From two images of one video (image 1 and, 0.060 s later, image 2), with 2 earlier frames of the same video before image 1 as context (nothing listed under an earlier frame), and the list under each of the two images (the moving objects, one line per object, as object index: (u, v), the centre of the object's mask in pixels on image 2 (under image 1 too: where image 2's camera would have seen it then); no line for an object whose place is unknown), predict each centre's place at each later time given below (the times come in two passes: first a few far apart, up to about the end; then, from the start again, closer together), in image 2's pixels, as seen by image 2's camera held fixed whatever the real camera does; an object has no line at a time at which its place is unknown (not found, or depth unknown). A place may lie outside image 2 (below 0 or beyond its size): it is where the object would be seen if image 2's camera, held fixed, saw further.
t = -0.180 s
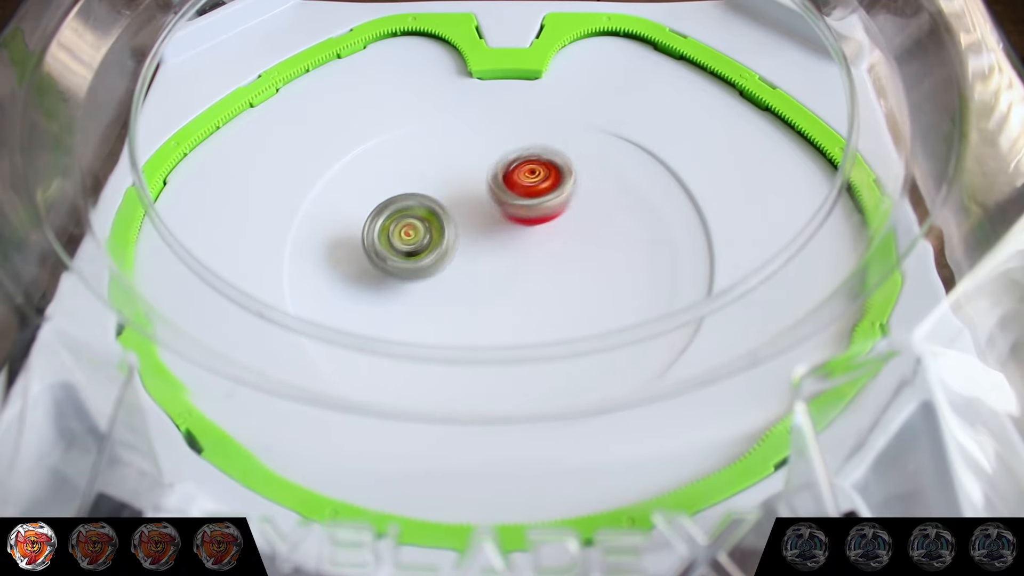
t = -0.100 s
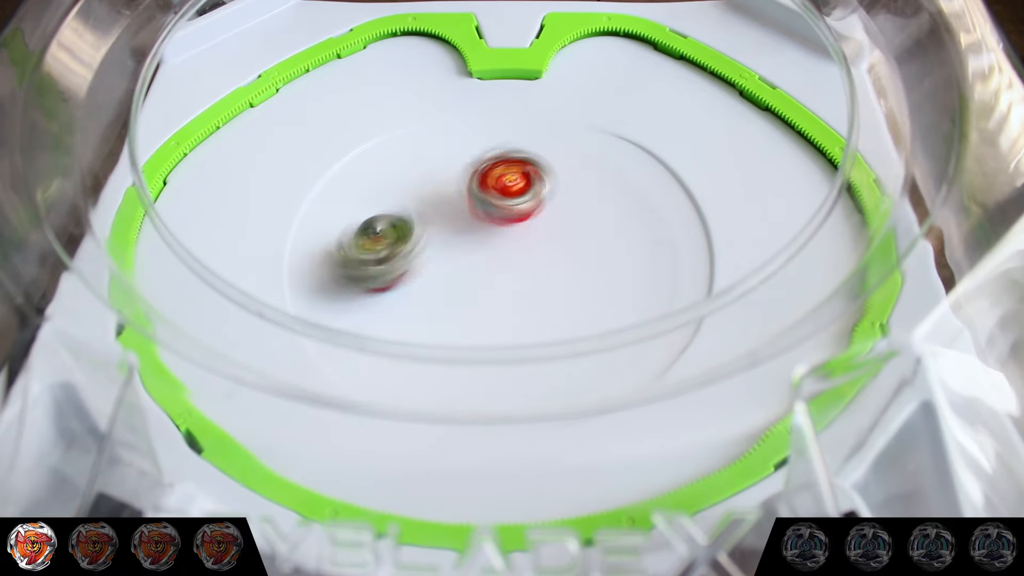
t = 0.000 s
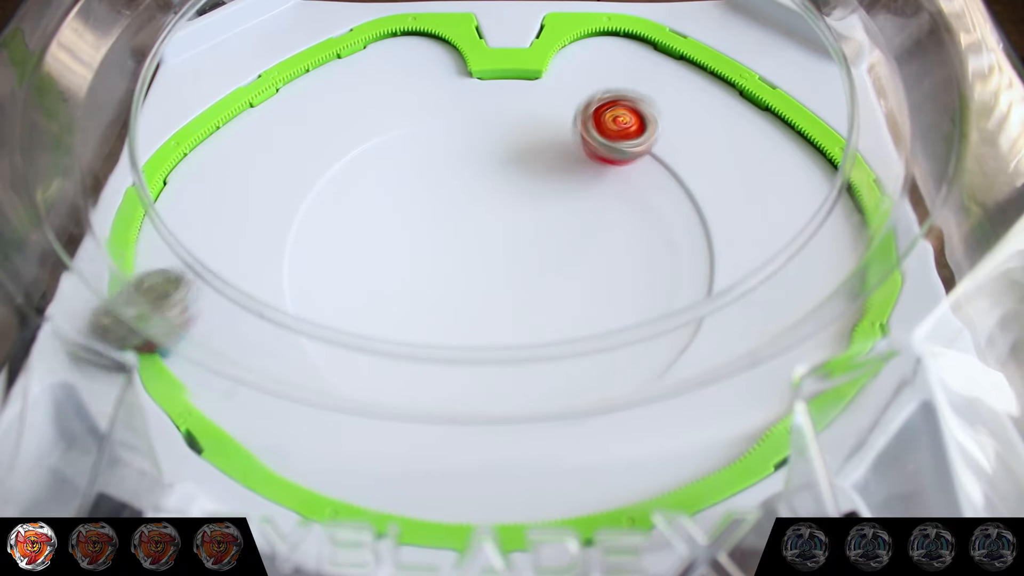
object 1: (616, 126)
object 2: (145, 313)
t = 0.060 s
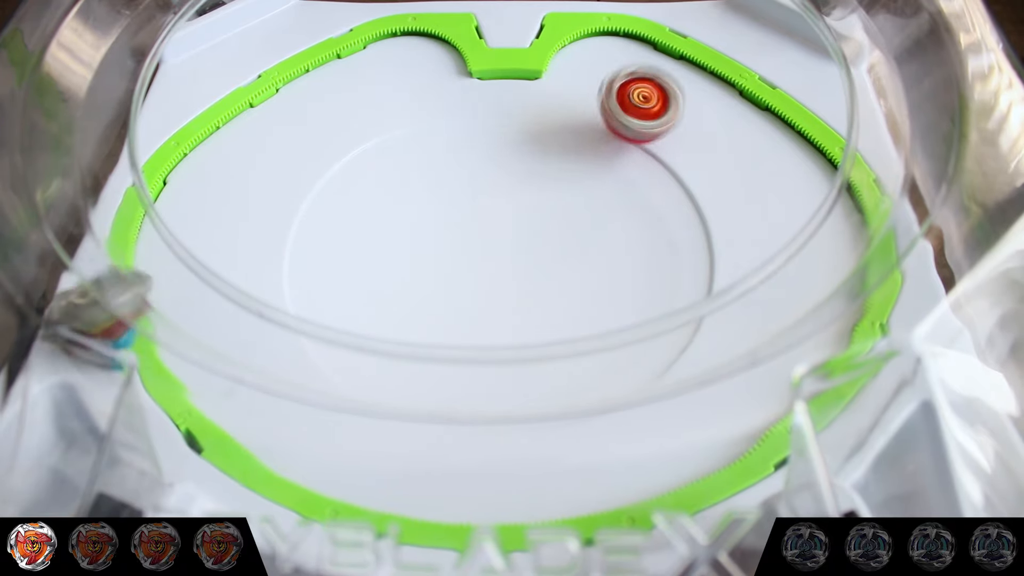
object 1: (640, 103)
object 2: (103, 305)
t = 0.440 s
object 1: (631, 56)
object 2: (131, 230)
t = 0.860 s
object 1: (473, 222)
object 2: (376, 118)
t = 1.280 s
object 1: (545, 361)
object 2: (436, 161)
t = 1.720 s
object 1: (445, 305)
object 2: (445, 98)
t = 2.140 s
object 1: (523, 228)
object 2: (407, 95)
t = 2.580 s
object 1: (516, 91)
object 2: (432, 197)
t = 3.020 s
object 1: (550, 153)
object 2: (369, 257)
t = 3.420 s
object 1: (532, 180)
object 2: (413, 261)
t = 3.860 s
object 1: (556, 242)
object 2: (428, 107)
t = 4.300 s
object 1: (443, 206)
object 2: (467, 92)
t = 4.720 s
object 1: (440, 182)
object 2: (455, 101)
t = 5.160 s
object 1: (552, 180)
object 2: (459, 101)
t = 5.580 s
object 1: (528, 204)
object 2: (458, 102)
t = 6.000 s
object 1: (425, 232)
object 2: (458, 102)
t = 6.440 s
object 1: (477, 198)
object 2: (458, 102)
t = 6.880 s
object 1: (542, 157)
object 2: (458, 102)
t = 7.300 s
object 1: (486, 196)
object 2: (458, 102)
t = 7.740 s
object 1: (434, 244)
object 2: (458, 102)
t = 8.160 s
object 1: (511, 203)
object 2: (458, 102)
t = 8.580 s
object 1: (543, 168)
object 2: (458, 102)
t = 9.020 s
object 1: (483, 195)
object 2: (458, 102)
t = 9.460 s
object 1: (431, 228)
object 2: (458, 102)
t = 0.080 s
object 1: (644, 100)
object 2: (98, 308)
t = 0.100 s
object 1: (648, 95)
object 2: (90, 328)
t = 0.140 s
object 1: (654, 84)
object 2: (92, 309)
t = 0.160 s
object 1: (657, 82)
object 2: (94, 308)
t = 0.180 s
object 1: (661, 76)
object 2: (93, 303)
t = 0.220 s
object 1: (670, 68)
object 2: (96, 297)
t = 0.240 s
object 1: (675, 63)
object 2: (95, 288)
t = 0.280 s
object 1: (688, 55)
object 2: (100, 279)
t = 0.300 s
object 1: (694, 51)
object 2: (104, 271)
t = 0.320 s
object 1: (700, 47)
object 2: (108, 268)
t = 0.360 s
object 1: (698, 39)
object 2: (116, 256)
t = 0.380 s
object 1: (681, 45)
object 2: (120, 248)
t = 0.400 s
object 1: (664, 49)
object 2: (122, 243)
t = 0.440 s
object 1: (631, 56)
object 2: (131, 230)
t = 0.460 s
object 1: (614, 59)
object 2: (136, 224)
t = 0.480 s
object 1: (599, 62)
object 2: (140, 220)
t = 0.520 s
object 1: (572, 69)
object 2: (154, 212)
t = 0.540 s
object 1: (560, 72)
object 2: (163, 214)
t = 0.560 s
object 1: (551, 77)
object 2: (175, 214)
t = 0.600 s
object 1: (531, 89)
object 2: (196, 198)
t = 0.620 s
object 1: (523, 96)
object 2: (207, 192)
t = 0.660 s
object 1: (503, 112)
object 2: (236, 178)
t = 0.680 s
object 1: (494, 118)
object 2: (250, 168)
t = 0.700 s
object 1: (484, 126)
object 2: (268, 163)
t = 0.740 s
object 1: (468, 143)
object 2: (301, 152)
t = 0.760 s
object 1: (460, 151)
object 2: (319, 148)
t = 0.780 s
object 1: (452, 160)
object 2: (337, 144)
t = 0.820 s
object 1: (451, 184)
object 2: (361, 138)
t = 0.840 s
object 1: (464, 203)
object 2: (367, 127)
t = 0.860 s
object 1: (473, 222)
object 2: (376, 118)
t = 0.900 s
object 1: (493, 259)
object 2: (391, 110)
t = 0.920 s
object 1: (502, 274)
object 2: (399, 106)
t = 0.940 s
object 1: (508, 287)
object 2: (407, 105)
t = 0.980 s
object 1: (519, 305)
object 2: (421, 103)
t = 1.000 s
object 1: (523, 310)
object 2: (426, 104)
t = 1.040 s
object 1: (531, 316)
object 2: (433, 109)
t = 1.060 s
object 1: (534, 331)
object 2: (436, 112)
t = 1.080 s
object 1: (537, 336)
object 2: (437, 115)
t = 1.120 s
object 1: (541, 346)
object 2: (438, 123)
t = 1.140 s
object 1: (542, 351)
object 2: (439, 127)
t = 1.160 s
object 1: (544, 354)
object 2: (439, 131)
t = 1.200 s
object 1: (545, 359)
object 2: (439, 142)
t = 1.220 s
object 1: (545, 360)
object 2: (438, 147)
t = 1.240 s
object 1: (545, 362)
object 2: (437, 152)
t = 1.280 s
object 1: (545, 361)
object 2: (436, 161)
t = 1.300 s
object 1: (542, 359)
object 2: (435, 166)
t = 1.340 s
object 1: (537, 350)
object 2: (434, 171)
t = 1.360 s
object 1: (533, 343)
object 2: (433, 172)
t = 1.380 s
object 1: (528, 337)
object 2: (432, 174)
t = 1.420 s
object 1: (517, 316)
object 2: (431, 173)
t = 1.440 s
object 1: (508, 311)
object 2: (431, 174)
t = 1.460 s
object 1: (502, 306)
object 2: (431, 173)
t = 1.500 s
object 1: (488, 290)
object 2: (432, 174)
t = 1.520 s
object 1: (483, 284)
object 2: (433, 173)
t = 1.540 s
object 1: (477, 276)
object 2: (434, 174)
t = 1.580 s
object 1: (468, 260)
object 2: (436, 174)
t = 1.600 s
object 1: (463, 251)
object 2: (437, 174)
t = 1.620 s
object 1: (460, 244)
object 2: (437, 173)
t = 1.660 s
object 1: (453, 260)
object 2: (440, 148)
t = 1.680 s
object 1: (448, 281)
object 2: (441, 129)
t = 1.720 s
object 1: (445, 305)
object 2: (445, 98)
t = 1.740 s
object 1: (444, 310)
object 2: (448, 86)
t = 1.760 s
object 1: (445, 315)
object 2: (449, 78)
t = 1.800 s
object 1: (452, 319)
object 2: (454, 62)
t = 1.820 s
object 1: (458, 320)
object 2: (455, 59)
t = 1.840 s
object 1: (467, 319)
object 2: (453, 57)
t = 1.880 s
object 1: (481, 314)
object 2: (440, 57)
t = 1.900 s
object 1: (489, 311)
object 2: (434, 56)
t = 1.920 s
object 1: (494, 307)
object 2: (429, 57)
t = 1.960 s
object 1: (504, 295)
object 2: (423, 61)
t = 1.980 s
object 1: (508, 288)
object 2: (422, 62)
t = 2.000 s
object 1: (512, 280)
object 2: (421, 66)
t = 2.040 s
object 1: (517, 264)
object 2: (419, 73)
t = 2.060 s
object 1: (518, 257)
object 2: (416, 80)
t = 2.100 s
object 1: (521, 243)
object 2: (413, 89)
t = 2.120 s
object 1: (521, 235)
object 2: (410, 92)
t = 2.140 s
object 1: (523, 228)
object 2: (407, 95)
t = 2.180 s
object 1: (523, 213)
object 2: (401, 108)
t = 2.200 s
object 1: (523, 206)
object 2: (399, 113)
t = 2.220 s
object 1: (525, 199)
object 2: (398, 120)
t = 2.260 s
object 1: (526, 184)
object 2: (397, 129)
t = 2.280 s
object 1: (528, 178)
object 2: (397, 136)
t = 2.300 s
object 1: (529, 171)
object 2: (400, 138)
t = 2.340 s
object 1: (531, 157)
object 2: (407, 144)
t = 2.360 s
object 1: (533, 151)
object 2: (411, 147)
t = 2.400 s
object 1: (533, 138)
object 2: (417, 153)
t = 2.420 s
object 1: (534, 132)
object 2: (420, 159)
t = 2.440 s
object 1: (533, 126)
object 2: (423, 165)
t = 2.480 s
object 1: (530, 114)
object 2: (425, 176)
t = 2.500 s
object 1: (529, 108)
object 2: (426, 181)
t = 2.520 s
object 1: (526, 104)
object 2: (426, 187)
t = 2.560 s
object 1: (519, 94)
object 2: (429, 193)
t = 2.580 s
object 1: (516, 91)
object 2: (432, 197)
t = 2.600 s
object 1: (512, 90)
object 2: (435, 202)
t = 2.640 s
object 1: (505, 88)
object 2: (441, 209)
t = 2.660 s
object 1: (500, 91)
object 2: (444, 212)
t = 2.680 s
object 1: (496, 93)
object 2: (445, 216)
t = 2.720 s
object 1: (488, 100)
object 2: (447, 226)
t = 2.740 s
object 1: (484, 105)
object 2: (448, 228)
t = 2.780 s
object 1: (477, 118)
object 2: (448, 235)
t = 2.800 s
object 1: (475, 125)
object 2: (447, 235)
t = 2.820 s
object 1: (472, 133)
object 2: (447, 237)
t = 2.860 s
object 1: (470, 146)
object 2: (447, 237)
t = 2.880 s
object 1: (469, 153)
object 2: (447, 234)
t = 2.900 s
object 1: (469, 161)
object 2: (447, 234)
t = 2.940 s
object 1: (489, 164)
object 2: (420, 247)
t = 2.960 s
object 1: (507, 158)
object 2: (410, 245)
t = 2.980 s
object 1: (523, 157)
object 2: (396, 246)
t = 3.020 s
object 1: (550, 153)
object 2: (369, 257)
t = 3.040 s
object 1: (561, 151)
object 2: (364, 259)
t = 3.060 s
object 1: (569, 150)
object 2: (361, 258)
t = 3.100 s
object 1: (578, 149)
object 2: (355, 258)
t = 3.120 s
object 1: (580, 149)
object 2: (354, 260)
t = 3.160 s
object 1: (581, 147)
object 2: (357, 265)
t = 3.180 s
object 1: (580, 147)
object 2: (360, 266)
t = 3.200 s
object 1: (579, 147)
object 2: (364, 267)
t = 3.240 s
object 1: (573, 150)
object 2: (375, 266)
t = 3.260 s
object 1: (570, 151)
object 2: (381, 268)
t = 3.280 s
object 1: (567, 154)
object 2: (387, 269)
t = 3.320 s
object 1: (556, 160)
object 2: (397, 269)
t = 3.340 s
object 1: (552, 163)
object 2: (402, 268)
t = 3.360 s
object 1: (547, 168)
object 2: (406, 267)
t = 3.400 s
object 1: (537, 176)
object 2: (412, 264)
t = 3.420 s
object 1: (532, 180)
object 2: (413, 261)
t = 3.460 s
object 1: (524, 188)
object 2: (419, 250)
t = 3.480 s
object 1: (518, 193)
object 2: (426, 248)
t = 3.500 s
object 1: (513, 196)
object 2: (431, 245)
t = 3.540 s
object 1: (513, 205)
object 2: (427, 237)
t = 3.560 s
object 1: (524, 210)
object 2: (416, 226)
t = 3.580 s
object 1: (533, 215)
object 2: (409, 218)
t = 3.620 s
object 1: (543, 223)
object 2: (401, 206)
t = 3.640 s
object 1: (547, 227)
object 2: (397, 198)
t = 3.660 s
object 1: (550, 231)
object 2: (396, 188)
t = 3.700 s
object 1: (556, 236)
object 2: (398, 167)
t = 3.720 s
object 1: (558, 238)
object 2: (400, 157)
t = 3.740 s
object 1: (560, 239)
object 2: (404, 147)
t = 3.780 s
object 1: (560, 242)
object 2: (410, 131)
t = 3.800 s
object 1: (560, 242)
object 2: (413, 125)
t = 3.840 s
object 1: (558, 243)
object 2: (423, 113)
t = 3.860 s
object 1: (556, 242)
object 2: (428, 107)
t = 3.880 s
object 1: (554, 242)
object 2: (434, 102)
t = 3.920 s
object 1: (547, 240)
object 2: (442, 94)
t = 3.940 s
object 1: (544, 239)
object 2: (445, 90)
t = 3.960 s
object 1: (540, 237)
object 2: (448, 87)
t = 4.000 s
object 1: (528, 235)
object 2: (453, 82)
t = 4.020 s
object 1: (523, 233)
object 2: (457, 80)
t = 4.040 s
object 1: (515, 232)
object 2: (460, 79)
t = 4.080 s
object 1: (504, 229)
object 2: (466, 78)
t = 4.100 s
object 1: (498, 228)
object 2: (469, 79)
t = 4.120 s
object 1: (491, 226)
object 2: (472, 79)
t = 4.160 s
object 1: (481, 223)
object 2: (474, 79)
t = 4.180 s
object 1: (474, 221)
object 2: (475, 80)
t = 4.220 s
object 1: (464, 216)
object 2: (474, 85)
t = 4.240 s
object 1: (458, 214)
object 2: (472, 87)
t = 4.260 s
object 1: (453, 211)
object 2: (471, 89)
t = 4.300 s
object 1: (443, 206)
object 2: (467, 92)
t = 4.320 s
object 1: (438, 203)
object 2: (465, 94)
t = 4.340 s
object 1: (434, 201)
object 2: (463, 96)
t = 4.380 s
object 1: (426, 196)
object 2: (460, 98)
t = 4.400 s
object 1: (423, 194)
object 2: (459, 98)
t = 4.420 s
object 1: (419, 194)
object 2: (457, 99)
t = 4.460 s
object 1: (415, 189)
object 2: (454, 100)
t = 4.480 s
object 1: (413, 188)
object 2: (453, 100)
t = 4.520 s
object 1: (411, 185)
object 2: (455, 101)
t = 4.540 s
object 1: (412, 184)
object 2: (457, 100)
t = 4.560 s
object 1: (412, 184)
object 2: (458, 100)
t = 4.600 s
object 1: (417, 185)
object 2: (460, 101)
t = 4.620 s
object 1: (418, 185)
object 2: (460, 101)
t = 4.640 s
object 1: (422, 185)
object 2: (459, 101)
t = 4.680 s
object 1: (431, 185)
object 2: (457, 101)
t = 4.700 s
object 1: (435, 184)
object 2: (456, 101)
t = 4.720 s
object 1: (440, 182)
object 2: (455, 101)
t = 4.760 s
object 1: (449, 182)
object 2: (455, 102)
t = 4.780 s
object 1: (454, 181)
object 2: (455, 102)
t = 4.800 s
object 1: (461, 181)
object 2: (456, 101)
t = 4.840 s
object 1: (472, 180)
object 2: (457, 101)
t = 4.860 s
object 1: (477, 179)
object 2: (458, 101)
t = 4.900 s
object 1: (488, 178)
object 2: (459, 101)
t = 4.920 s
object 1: (494, 177)
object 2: (459, 102)
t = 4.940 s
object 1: (500, 177)
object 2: (458, 102)
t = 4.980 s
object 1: (510, 177)
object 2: (456, 101)
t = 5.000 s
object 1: (516, 178)
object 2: (456, 101)
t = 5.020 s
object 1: (521, 179)
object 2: (456, 102)
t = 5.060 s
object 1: (532, 179)
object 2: (456, 102)
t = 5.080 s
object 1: (538, 180)
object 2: (456, 102)
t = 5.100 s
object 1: (541, 180)
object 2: (457, 102)
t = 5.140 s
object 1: (550, 180)
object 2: (458, 101)
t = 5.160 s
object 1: (552, 180)
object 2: (459, 101)
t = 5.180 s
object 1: (556, 181)
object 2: (459, 102)
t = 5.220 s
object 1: (562, 182)
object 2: (458, 102)
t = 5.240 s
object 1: (564, 182)
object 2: (457, 102)
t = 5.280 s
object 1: (566, 183)
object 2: (457, 102)
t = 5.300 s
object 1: (566, 183)
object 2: (457, 102)
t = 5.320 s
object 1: (566, 184)
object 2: (457, 102)
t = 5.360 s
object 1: (562, 185)
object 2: (458, 102)
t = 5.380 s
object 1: (562, 186)
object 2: (458, 102)
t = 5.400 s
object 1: (561, 187)
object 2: (458, 102)
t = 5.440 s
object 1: (554, 190)
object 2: (457, 102)
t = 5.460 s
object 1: (552, 192)
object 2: (457, 102)
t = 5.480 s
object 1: (549, 193)
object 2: (457, 102)
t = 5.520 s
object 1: (540, 198)
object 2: (457, 102)
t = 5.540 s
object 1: (537, 200)
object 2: (458, 102)
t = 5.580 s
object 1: (528, 204)
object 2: (458, 102)
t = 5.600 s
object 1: (522, 206)
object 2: (458, 102)
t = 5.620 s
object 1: (517, 207)
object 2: (457, 102)
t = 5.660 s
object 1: (505, 211)
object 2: (457, 102)
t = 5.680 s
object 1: (501, 214)
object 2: (457, 102)
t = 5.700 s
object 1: (495, 216)
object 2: (458, 102)
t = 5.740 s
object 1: (484, 219)
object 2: (458, 102)
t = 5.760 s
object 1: (479, 220)
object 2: (458, 102)
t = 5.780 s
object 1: (472, 221)
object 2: (457, 102)
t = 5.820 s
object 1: (462, 224)
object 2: (458, 102)
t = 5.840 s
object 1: (456, 225)
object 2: (458, 102)
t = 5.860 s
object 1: (451, 226)
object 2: (458, 102)
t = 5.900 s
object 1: (442, 229)
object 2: (458, 102)
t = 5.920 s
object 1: (437, 229)
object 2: (457, 102)
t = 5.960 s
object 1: (431, 230)
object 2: (458, 102)
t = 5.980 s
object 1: (428, 231)
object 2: (458, 102)
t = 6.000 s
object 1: (425, 232)
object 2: (458, 102)
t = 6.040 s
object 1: (422, 233)
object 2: (458, 102)
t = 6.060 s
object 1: (421, 232)
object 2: (458, 102)
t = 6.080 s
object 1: (421, 232)
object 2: (458, 102)
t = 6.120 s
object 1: (422, 231)
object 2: (458, 102)
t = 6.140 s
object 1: (424, 231)
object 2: (458, 102)
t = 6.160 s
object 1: (427, 231)
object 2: (458, 102)
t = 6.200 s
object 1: (431, 227)
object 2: (458, 102)
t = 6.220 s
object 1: (434, 226)
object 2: (458, 102)
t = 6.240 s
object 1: (438, 223)
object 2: (458, 102)
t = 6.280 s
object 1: (445, 220)
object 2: (458, 102)
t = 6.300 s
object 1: (449, 219)
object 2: (458, 102)
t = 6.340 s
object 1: (457, 212)
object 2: (458, 102)
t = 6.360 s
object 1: (461, 209)
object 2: (458, 102)
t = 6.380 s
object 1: (466, 206)
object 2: (458, 102)
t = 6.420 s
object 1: (473, 200)
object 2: (458, 102)
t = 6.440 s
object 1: (477, 198)
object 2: (458, 102)
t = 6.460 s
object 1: (482, 195)
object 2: (458, 102)
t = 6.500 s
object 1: (490, 190)
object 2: (458, 102)
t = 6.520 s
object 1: (495, 188)
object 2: (458, 102)
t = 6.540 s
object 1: (500, 185)
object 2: (458, 102)
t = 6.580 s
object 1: (507, 180)
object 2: (458, 102)
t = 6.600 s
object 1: (512, 177)
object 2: (458, 102)
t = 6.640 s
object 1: (519, 173)
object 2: (458, 102)
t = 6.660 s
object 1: (524, 172)
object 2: (458, 102)
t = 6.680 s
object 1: (527, 170)
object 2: (458, 102)
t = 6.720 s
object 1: (530, 166)
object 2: (458, 102)
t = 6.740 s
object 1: (534, 164)
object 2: (458, 102)
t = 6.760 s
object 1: (537, 164)
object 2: (458, 102)
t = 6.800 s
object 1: (539, 160)
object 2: (458, 102)
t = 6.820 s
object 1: (541, 158)
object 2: (458, 102)
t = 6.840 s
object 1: (541, 158)
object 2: (458, 102)
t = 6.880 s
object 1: (542, 157)
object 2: (458, 102)
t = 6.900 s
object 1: (540, 157)
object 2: (458, 102)
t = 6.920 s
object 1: (538, 158)
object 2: (458, 102)
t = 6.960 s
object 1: (538, 159)
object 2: (458, 102)
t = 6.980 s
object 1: (536, 159)
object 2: (458, 102)
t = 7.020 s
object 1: (532, 161)
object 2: (458, 102)
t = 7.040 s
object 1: (530, 162)
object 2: (458, 102)
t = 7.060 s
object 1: (527, 165)
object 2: (458, 102)
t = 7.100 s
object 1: (521, 170)
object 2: (458, 102)
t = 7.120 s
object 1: (518, 171)
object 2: (458, 102)
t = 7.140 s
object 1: (515, 172)
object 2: (458, 102)
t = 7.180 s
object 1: (508, 179)
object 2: (458, 102)
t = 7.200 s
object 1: (505, 182)
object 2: (458, 102)
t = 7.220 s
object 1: (500, 185)
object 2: (458, 102)
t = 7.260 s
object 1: (494, 190)
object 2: (458, 102)
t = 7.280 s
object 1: (490, 193)
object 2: (458, 102)
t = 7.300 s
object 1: (486, 196)
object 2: (458, 102)
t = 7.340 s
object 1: (478, 201)
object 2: (458, 102)
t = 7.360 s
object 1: (473, 203)
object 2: (458, 102)
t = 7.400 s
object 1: (465, 209)
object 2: (458, 102)
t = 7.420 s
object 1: (462, 212)
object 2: (458, 102)
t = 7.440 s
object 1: (457, 213)
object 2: (458, 102)
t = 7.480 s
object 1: (449, 219)
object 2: (458, 102)
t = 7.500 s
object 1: (446, 222)
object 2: (458, 102)
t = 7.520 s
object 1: (441, 224)
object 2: (458, 102)
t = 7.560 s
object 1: (436, 228)
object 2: (458, 102)
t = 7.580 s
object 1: (434, 231)
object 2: (458, 102)
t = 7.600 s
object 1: (432, 234)
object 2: (458, 102)
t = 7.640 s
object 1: (430, 237)
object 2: (458, 102)
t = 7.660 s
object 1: (429, 239)
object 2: (458, 102)
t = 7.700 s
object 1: (431, 243)
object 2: (458, 102)
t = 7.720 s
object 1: (433, 244)
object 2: (458, 102)
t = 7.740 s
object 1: (434, 244)
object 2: (458, 102)
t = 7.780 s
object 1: (440, 244)
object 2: (458, 102)
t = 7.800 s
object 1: (443, 244)
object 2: (458, 102)
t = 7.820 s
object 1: (444, 243)
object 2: (458, 102)
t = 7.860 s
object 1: (453, 240)
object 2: (458, 102)
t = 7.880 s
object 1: (457, 239)
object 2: (458, 102)
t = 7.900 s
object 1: (461, 238)
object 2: (458, 102)
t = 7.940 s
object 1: (468, 233)
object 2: (458, 102)
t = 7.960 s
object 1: (472, 230)
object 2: (458, 102)
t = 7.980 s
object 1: (477, 227)
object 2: (458, 102)
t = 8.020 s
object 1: (486, 221)
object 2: (458, 102)
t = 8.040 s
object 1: (489, 219)
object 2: (458, 102)
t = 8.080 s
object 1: (495, 215)
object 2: (458, 102)
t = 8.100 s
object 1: (499, 211)
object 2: (458, 102)
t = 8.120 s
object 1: (502, 208)
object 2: (458, 102)
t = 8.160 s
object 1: (511, 203)
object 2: (458, 102)
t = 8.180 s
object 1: (514, 200)
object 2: (458, 102)
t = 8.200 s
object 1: (516, 197)
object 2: (458, 102)
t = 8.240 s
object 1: (524, 193)
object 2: (458, 102)
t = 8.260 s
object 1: (527, 190)
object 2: (458, 102)
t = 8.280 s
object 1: (528, 188)
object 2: (458, 102)
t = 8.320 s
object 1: (534, 184)
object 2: (458, 102)
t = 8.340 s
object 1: (537, 182)
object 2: (458, 102)
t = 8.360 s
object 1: (538, 180)
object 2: (458, 102)
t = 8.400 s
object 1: (543, 176)
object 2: (458, 102)
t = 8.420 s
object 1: (545, 174)
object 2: (458, 102)
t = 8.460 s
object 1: (544, 170)
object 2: (458, 102)
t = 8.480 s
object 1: (545, 170)
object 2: (458, 102)
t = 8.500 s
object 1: (546, 169)
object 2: (458, 102)
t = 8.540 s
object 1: (543, 167)
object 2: (458, 102)
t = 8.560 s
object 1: (543, 167)
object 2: (458, 102)
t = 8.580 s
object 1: (543, 168)
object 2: (458, 102)
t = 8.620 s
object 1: (539, 168)
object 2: (458, 102)
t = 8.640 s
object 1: (537, 169)
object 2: (458, 102)
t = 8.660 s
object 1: (537, 170)
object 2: (458, 102)
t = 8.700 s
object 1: (531, 171)
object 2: (458, 102)
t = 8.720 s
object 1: (530, 171)
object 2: (458, 102)
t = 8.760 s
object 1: (526, 173)
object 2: (458, 102)
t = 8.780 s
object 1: (523, 174)
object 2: (458, 102)
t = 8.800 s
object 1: (520, 176)
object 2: (458, 102)
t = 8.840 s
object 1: (513, 180)
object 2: (458, 102)
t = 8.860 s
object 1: (510, 181)
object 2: (458, 102)
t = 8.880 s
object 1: (508, 183)
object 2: (458, 102)
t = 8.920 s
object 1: (502, 186)
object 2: (458, 102)
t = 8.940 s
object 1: (498, 187)
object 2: (458, 102)
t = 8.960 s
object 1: (494, 189)
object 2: (458, 102)
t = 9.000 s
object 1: (486, 194)
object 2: (458, 102)
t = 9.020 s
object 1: (483, 195)
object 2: (458, 102)
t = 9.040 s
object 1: (480, 196)
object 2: (458, 102)
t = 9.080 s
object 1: (473, 198)
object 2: (458, 102)
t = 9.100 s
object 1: (468, 200)
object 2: (458, 102)
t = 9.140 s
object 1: (458, 203)
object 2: (458, 102)
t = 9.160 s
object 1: (453, 205)
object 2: (458, 102)
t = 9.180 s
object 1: (450, 206)
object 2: (458, 102)
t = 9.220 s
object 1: (444, 210)
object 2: (458, 102)
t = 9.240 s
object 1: (440, 211)
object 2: (458, 102)
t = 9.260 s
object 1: (437, 212)
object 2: (458, 102)
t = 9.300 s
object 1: (431, 217)
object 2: (458, 102)
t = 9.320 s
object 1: (428, 218)
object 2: (458, 102)
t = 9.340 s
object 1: (427, 220)
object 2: (458, 102)
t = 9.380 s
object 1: (427, 225)
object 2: (458, 102)
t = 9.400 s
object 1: (426, 225)
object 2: (458, 102)
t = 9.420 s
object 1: (426, 226)
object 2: (458, 102)
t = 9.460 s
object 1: (431, 228)
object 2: (458, 102)
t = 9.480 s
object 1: (432, 228)
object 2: (458, 102)
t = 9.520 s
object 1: (436, 230)
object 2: (458, 102)
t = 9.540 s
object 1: (439, 230)
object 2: (458, 102)
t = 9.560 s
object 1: (442, 230)
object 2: (458, 102)
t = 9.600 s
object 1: (453, 230)
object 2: (458, 102)
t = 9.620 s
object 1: (456, 229)
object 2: (458, 102)
